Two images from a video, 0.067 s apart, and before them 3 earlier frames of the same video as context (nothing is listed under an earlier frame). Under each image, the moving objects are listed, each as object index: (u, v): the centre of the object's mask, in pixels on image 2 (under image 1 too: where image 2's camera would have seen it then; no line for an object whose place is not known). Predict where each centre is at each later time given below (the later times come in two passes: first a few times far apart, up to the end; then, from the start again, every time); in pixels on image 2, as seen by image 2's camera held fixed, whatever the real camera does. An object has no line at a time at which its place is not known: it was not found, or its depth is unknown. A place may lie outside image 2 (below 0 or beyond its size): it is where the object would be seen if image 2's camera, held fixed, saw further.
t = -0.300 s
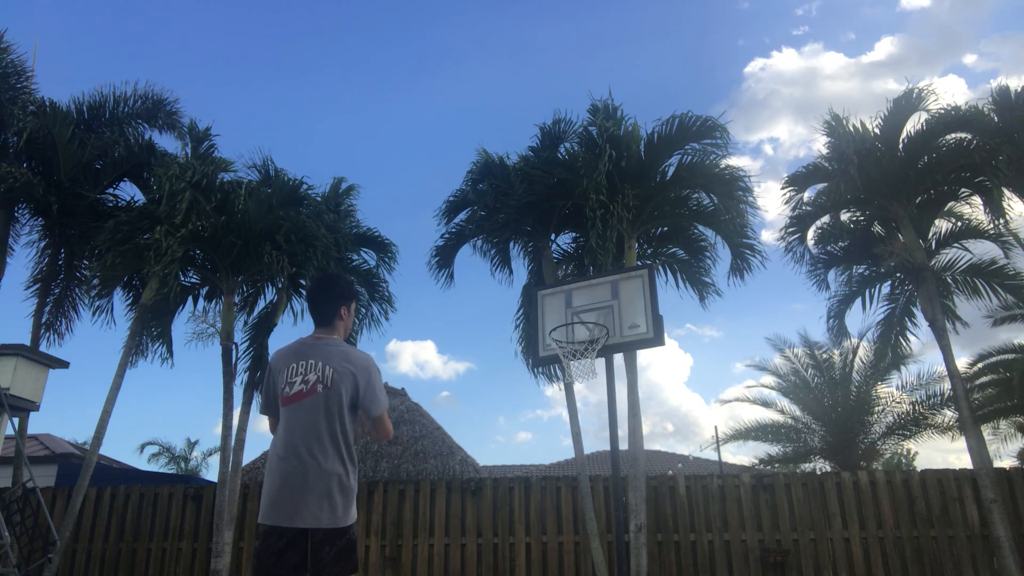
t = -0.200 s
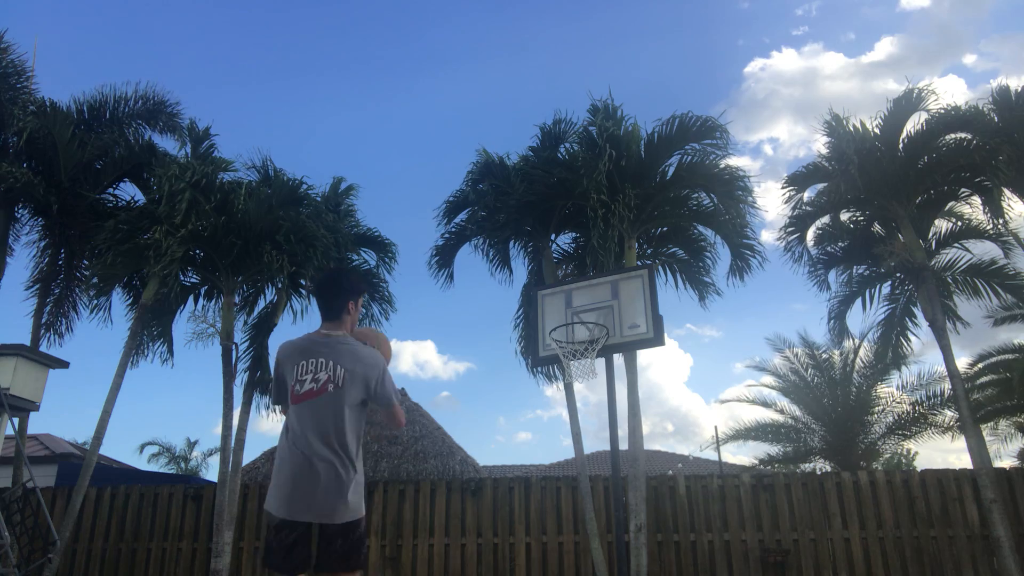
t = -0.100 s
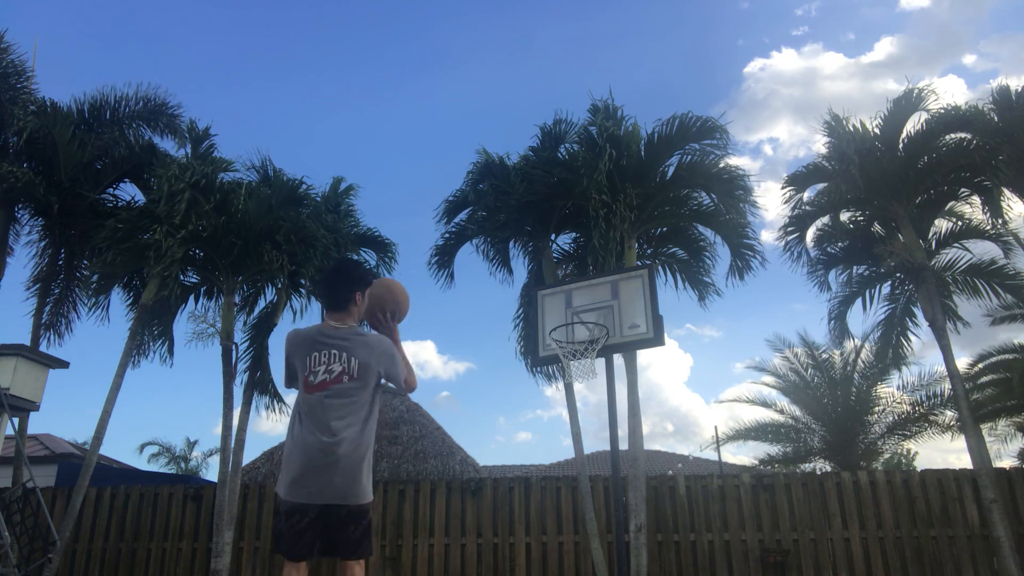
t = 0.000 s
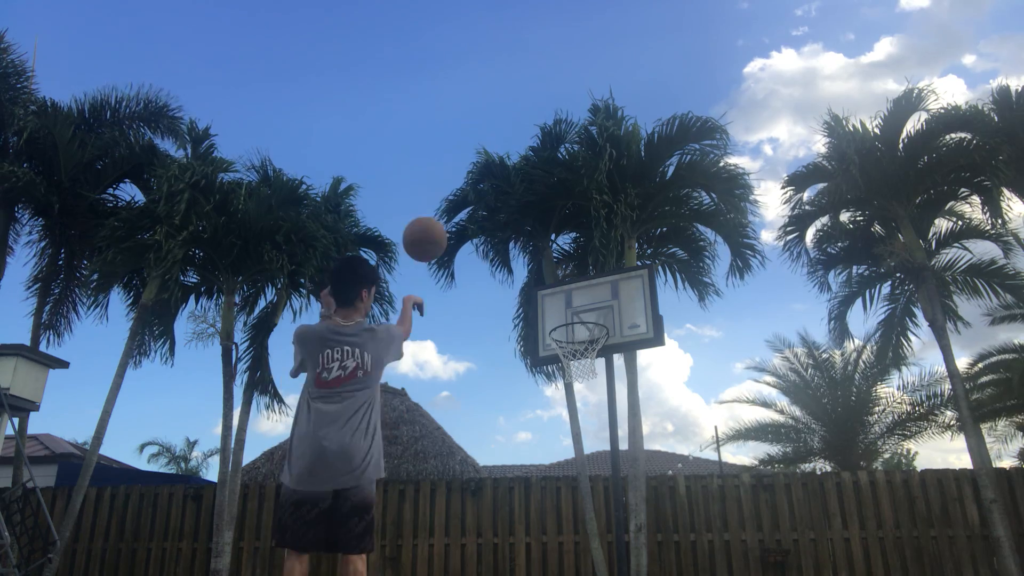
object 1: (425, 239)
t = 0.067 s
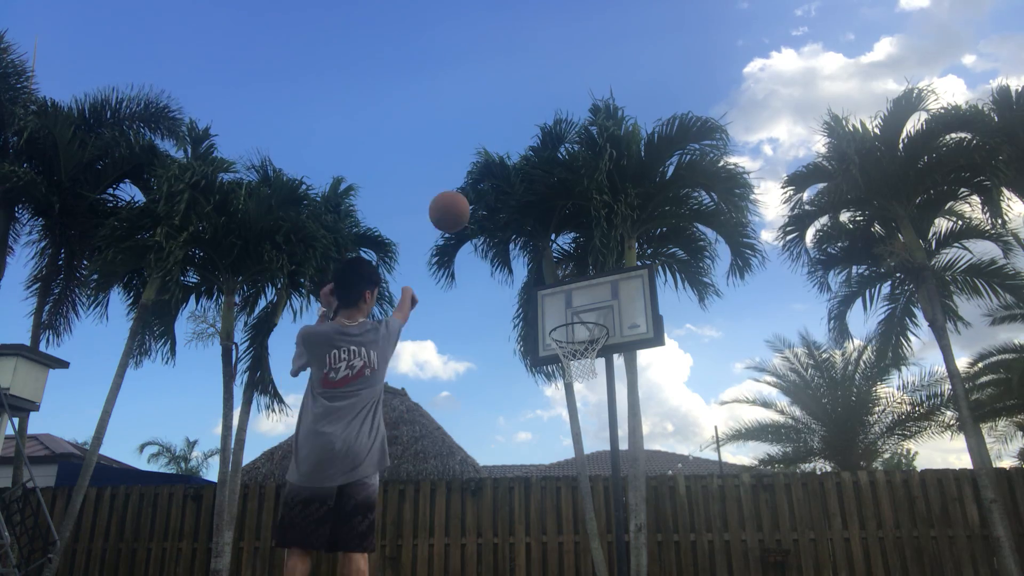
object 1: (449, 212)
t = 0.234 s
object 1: (497, 184)
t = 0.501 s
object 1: (550, 213)
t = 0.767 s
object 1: (586, 294)
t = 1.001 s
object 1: (577, 332)
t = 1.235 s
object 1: (585, 365)
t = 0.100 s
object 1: (460, 202)
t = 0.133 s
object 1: (471, 194)
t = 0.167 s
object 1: (480, 189)
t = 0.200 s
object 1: (489, 186)
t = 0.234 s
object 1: (497, 184)
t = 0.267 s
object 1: (505, 183)
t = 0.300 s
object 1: (512, 184)
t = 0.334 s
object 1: (519, 187)
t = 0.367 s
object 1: (526, 190)
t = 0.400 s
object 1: (532, 194)
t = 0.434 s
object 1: (538, 199)
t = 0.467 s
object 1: (544, 206)
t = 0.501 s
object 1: (550, 213)
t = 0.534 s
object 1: (556, 221)
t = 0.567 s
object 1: (561, 230)
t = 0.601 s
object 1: (567, 241)
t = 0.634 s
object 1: (572, 252)
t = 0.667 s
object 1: (577, 264)
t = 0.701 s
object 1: (582, 276)
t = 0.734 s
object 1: (587, 289)
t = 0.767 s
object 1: (586, 294)
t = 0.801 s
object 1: (583, 298)
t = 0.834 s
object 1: (580, 304)
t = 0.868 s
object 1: (577, 310)
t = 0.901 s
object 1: (574, 319)
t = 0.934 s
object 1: (573, 324)
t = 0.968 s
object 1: (575, 327)
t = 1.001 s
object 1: (577, 332)
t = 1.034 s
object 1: (578, 334)
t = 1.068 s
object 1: (579, 335)
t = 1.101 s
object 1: (580, 339)
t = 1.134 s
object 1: (580, 343)
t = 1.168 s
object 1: (582, 353)
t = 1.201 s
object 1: (584, 359)
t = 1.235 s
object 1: (585, 365)
